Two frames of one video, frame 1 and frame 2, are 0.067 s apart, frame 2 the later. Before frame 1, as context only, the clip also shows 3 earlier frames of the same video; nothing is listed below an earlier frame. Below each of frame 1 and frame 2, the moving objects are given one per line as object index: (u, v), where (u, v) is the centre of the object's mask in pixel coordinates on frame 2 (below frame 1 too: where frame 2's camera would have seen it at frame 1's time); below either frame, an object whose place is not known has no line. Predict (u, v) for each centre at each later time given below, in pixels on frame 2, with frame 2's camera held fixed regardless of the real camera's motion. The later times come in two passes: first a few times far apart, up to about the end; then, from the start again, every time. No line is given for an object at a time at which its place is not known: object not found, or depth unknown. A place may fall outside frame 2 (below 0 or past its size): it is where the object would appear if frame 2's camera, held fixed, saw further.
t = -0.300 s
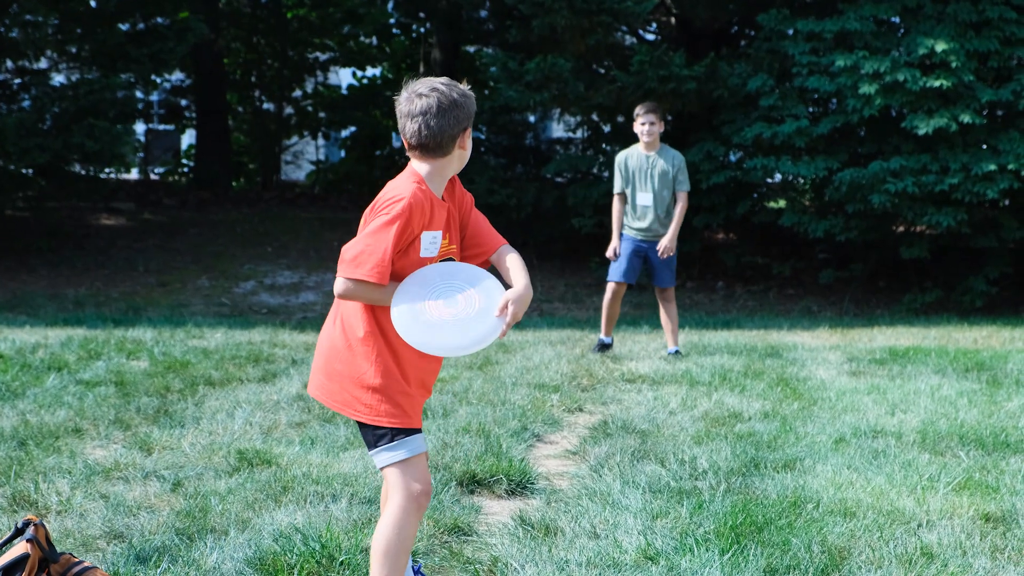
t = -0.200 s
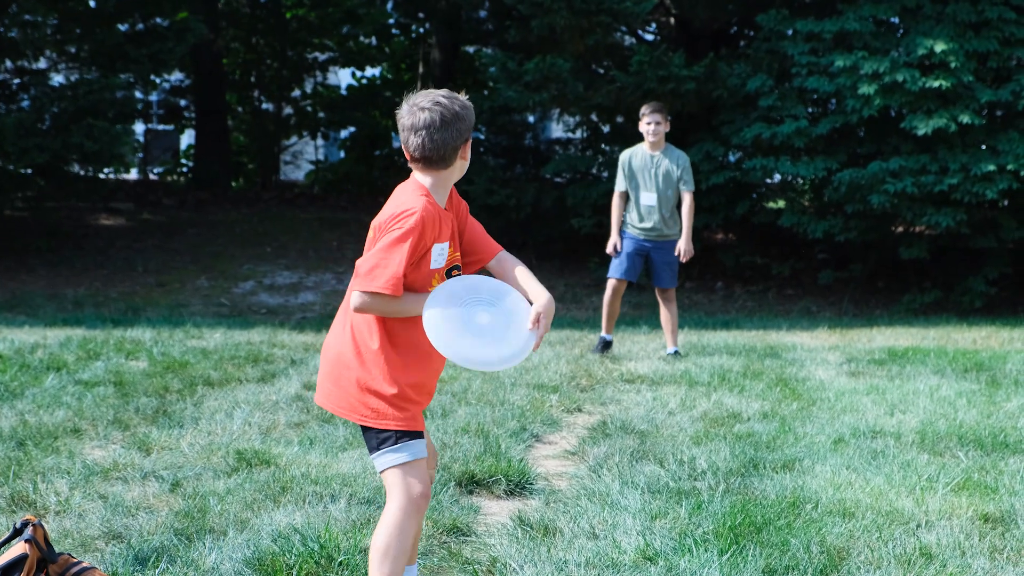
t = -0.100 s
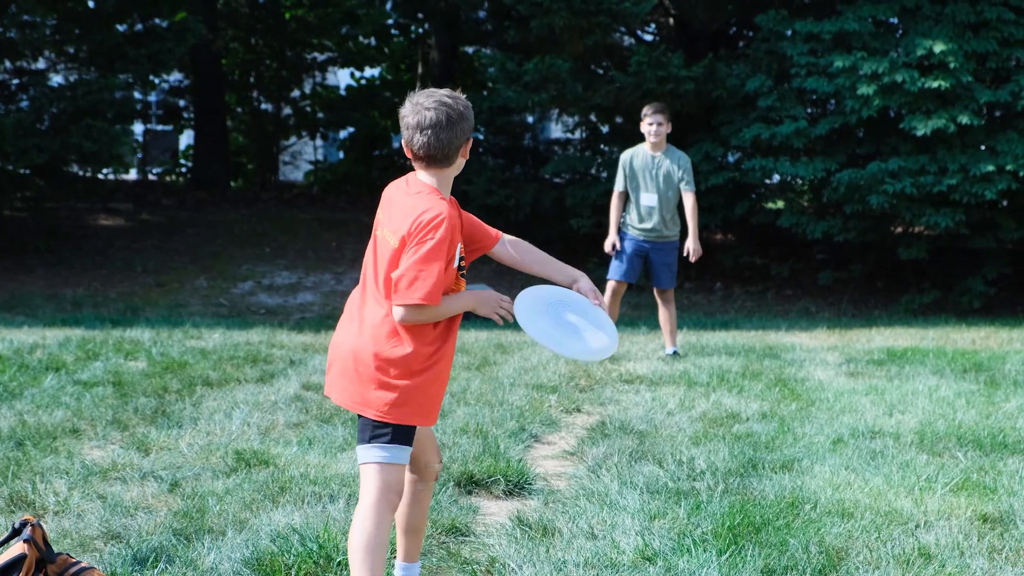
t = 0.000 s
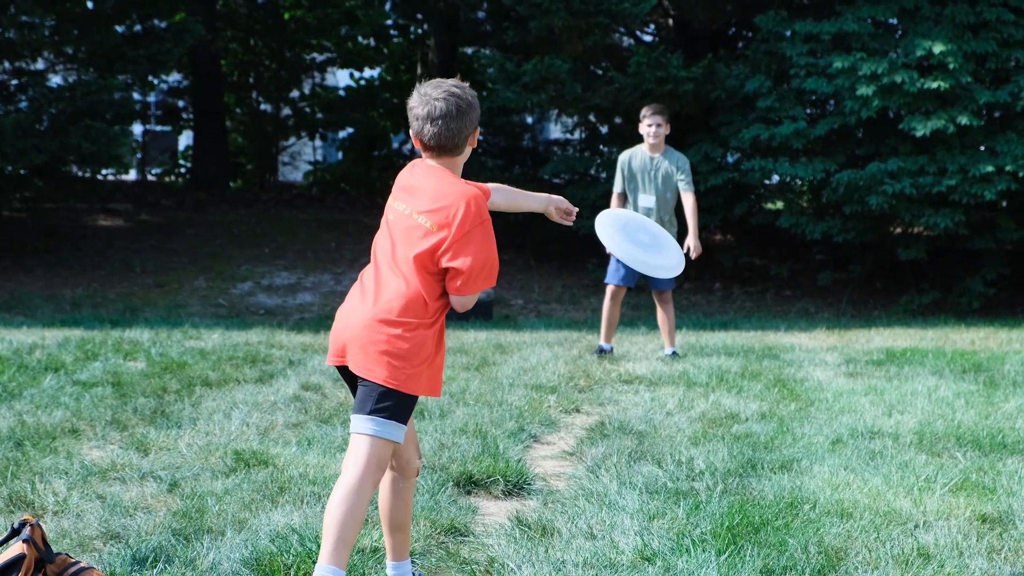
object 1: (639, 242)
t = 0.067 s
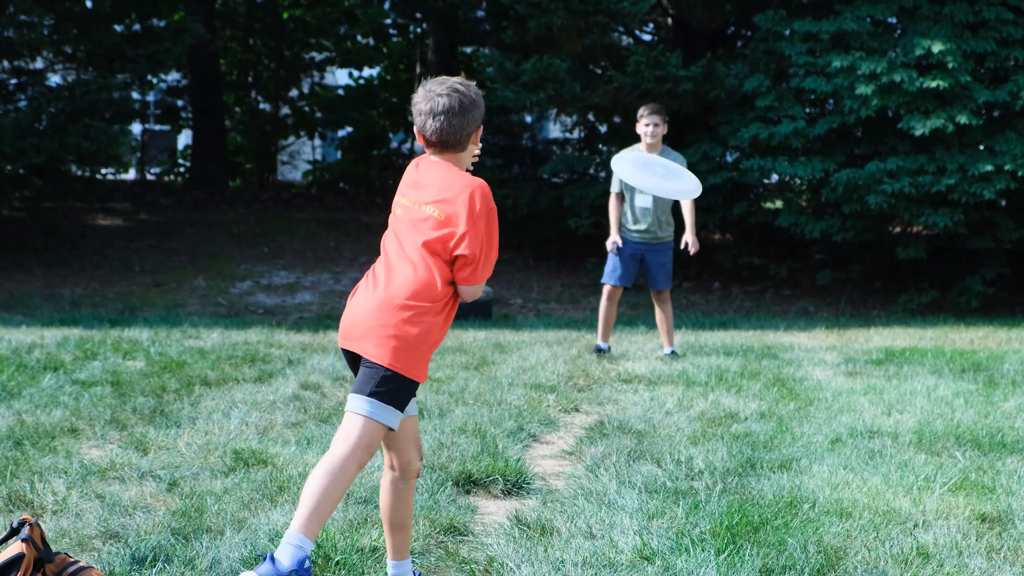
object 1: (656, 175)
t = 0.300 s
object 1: (719, 46)
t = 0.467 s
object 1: (786, 12)
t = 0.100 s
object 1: (665, 149)
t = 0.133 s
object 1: (673, 125)
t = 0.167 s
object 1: (681, 105)
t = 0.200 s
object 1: (691, 88)
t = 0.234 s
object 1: (700, 73)
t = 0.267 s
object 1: (709, 59)
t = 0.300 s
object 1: (719, 46)
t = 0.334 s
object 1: (730, 35)
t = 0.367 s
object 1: (742, 26)
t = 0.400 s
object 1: (755, 20)
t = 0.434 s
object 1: (770, 16)
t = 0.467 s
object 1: (786, 12)
